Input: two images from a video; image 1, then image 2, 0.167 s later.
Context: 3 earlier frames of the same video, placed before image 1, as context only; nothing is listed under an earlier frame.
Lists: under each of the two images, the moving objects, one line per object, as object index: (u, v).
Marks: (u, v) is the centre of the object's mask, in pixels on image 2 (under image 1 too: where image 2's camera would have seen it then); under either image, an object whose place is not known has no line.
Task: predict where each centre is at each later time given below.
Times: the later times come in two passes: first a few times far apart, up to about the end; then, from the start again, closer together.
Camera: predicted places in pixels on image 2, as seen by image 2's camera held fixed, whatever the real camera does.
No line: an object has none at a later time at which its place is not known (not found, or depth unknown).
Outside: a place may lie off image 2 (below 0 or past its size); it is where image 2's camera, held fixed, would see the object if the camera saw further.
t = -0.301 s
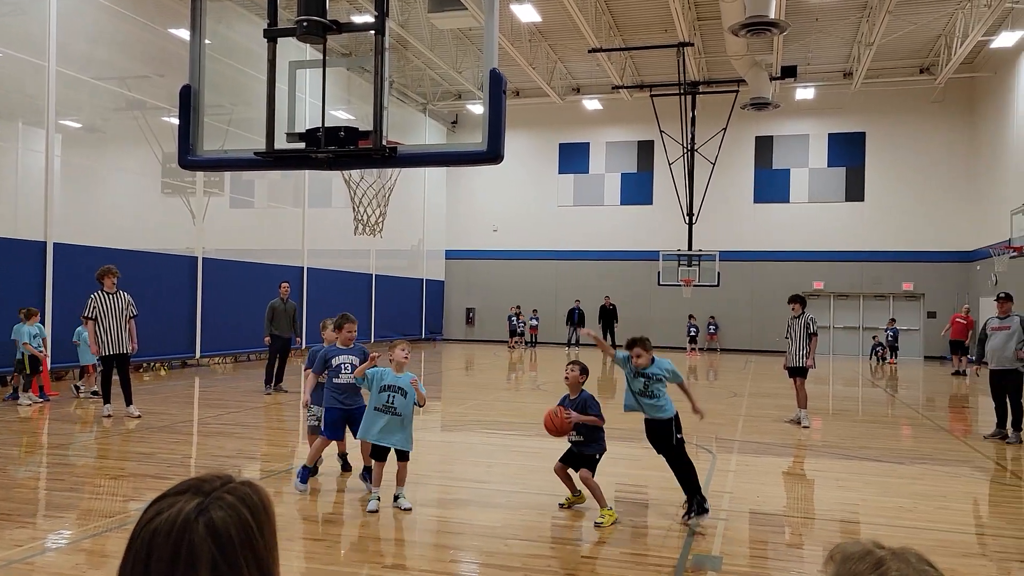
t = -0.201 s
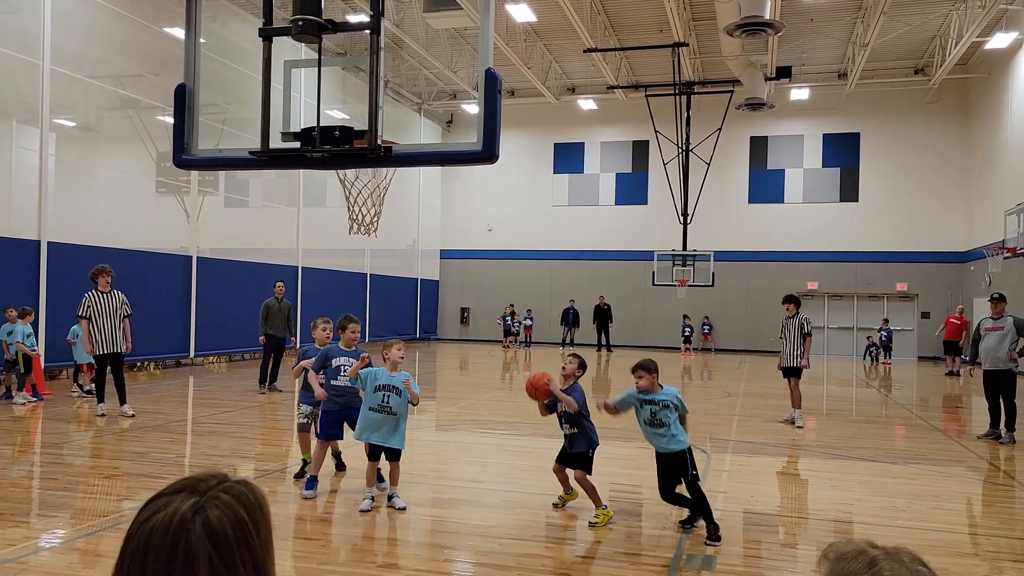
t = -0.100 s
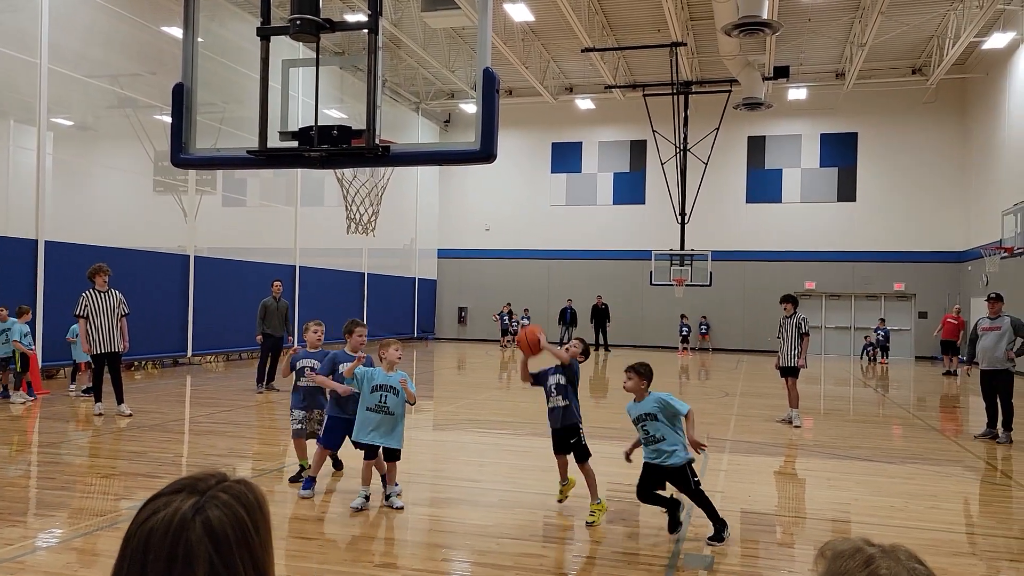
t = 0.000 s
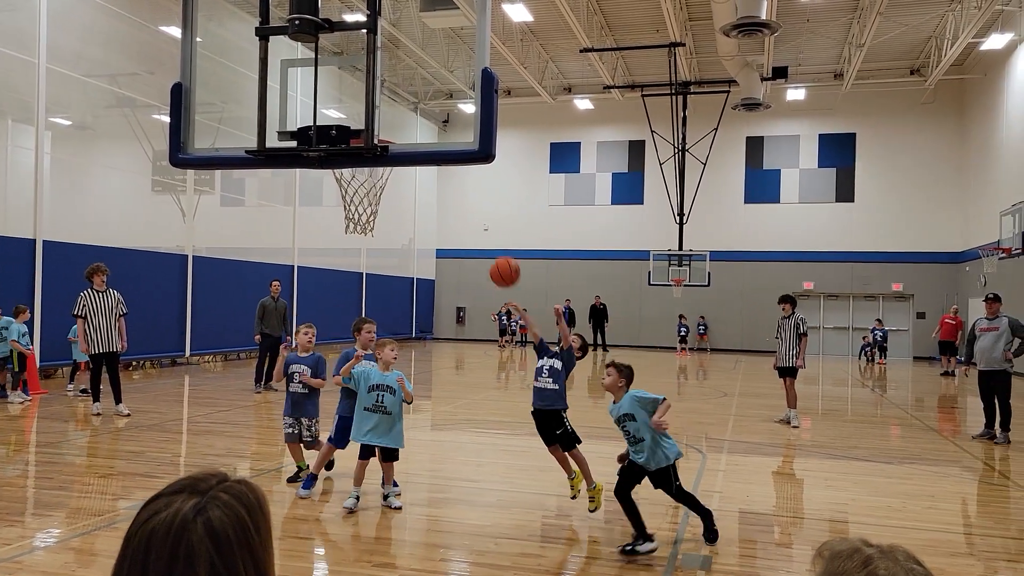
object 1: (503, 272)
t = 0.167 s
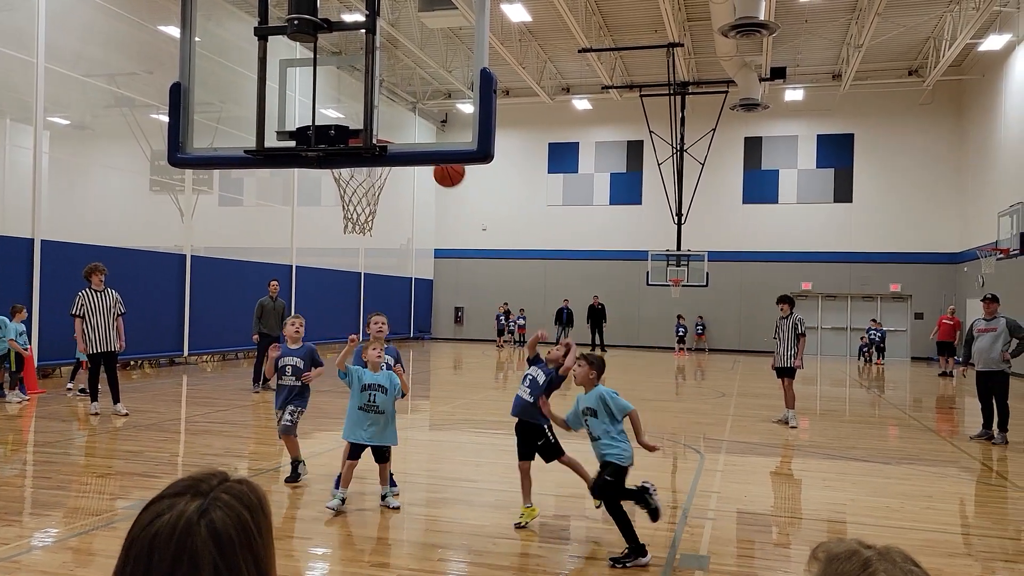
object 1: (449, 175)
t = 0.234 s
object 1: (425, 134)
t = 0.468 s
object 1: (335, 77)
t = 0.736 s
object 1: (286, 118)
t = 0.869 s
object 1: (286, 193)
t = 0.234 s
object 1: (425, 134)
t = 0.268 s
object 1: (413, 126)
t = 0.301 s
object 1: (401, 113)
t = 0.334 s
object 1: (391, 102)
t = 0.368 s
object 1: (385, 93)
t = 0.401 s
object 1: (355, 83)
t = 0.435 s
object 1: (348, 79)
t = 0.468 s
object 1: (335, 77)
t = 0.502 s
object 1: (323, 76)
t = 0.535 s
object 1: (305, 70)
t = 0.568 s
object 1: (291, 68)
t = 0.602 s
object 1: (278, 71)
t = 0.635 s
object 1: (278, 82)
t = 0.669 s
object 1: (287, 93)
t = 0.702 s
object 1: (286, 107)
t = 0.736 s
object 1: (286, 118)
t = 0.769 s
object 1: (276, 136)
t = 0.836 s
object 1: (286, 178)
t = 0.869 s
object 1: (286, 193)
